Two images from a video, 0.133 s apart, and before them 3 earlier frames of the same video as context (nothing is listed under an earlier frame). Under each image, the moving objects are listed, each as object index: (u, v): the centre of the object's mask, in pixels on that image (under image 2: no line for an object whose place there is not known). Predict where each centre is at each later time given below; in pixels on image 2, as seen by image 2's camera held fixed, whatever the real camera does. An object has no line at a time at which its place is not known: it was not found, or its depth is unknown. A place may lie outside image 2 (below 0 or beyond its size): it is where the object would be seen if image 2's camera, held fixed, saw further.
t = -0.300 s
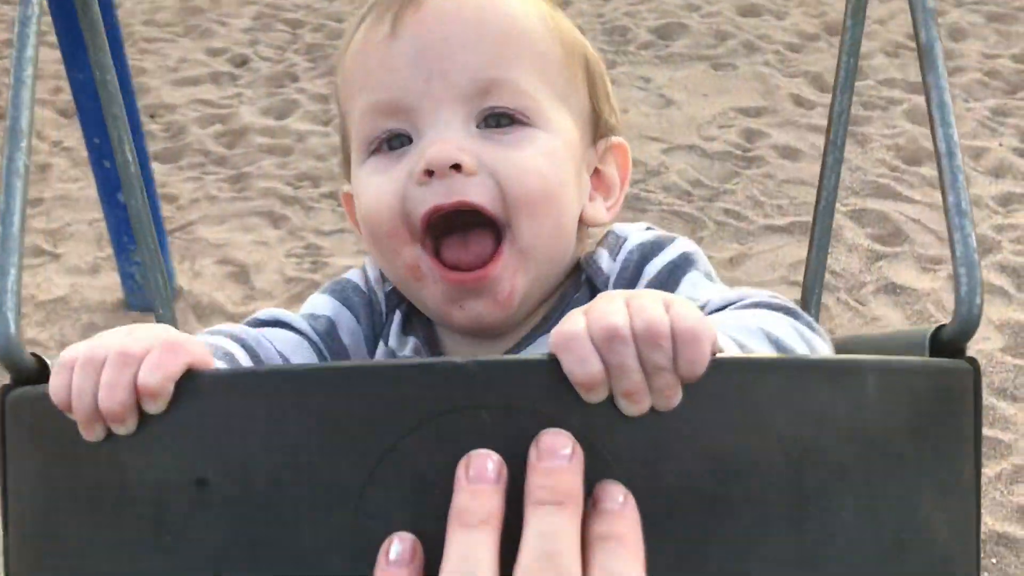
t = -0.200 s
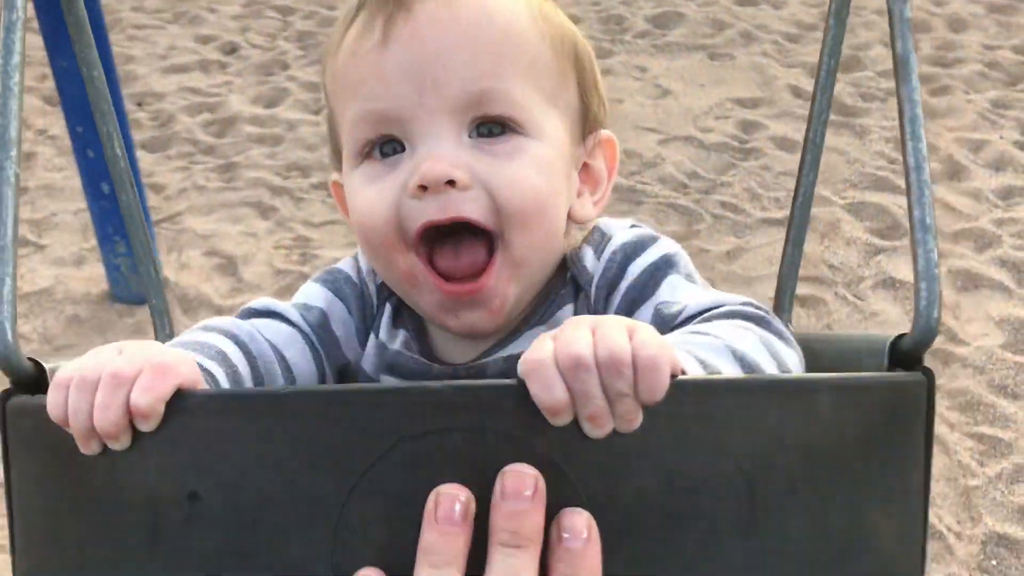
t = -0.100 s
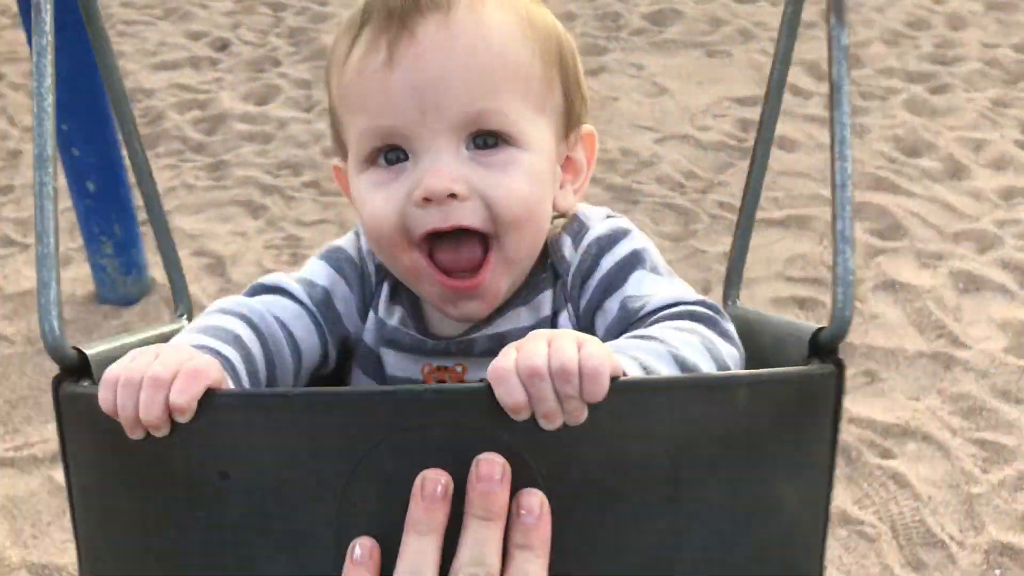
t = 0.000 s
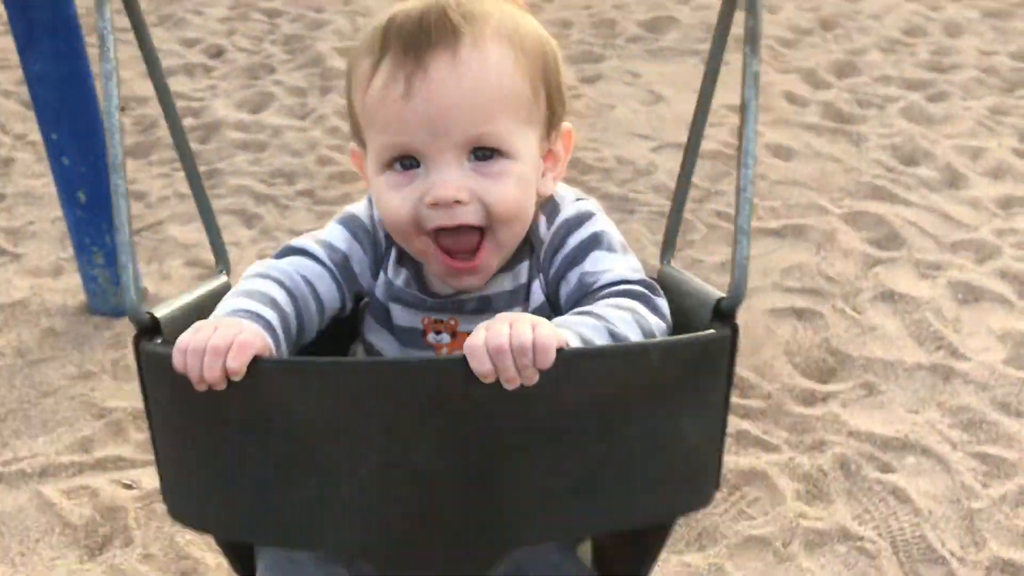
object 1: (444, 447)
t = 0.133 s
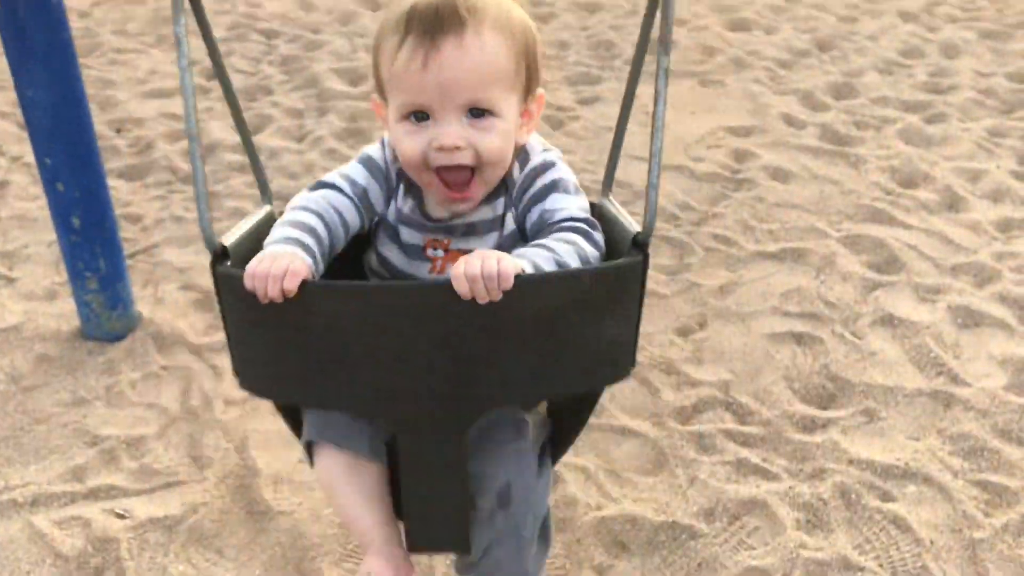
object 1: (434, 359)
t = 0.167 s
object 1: (434, 323)
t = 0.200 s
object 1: (435, 287)
